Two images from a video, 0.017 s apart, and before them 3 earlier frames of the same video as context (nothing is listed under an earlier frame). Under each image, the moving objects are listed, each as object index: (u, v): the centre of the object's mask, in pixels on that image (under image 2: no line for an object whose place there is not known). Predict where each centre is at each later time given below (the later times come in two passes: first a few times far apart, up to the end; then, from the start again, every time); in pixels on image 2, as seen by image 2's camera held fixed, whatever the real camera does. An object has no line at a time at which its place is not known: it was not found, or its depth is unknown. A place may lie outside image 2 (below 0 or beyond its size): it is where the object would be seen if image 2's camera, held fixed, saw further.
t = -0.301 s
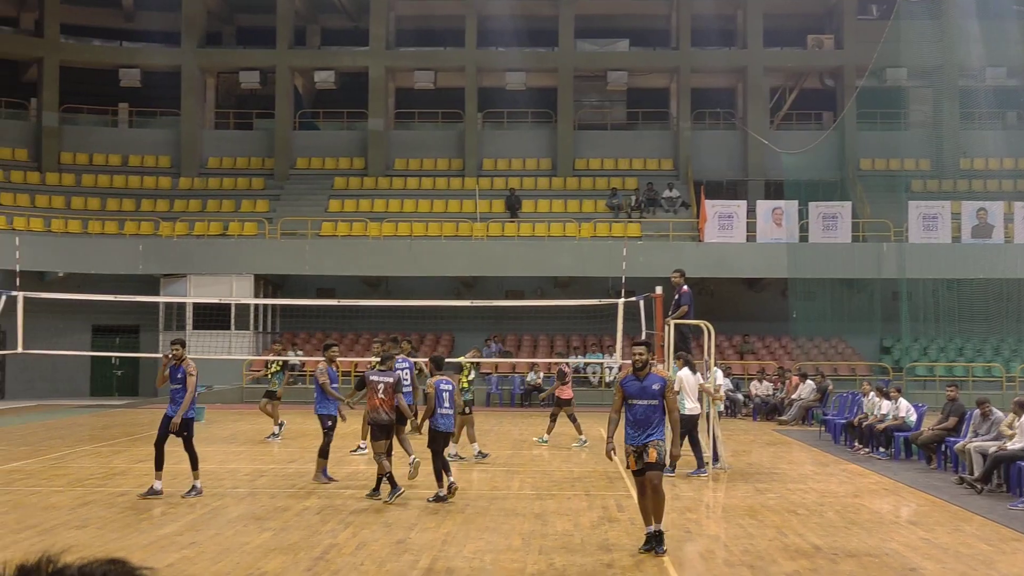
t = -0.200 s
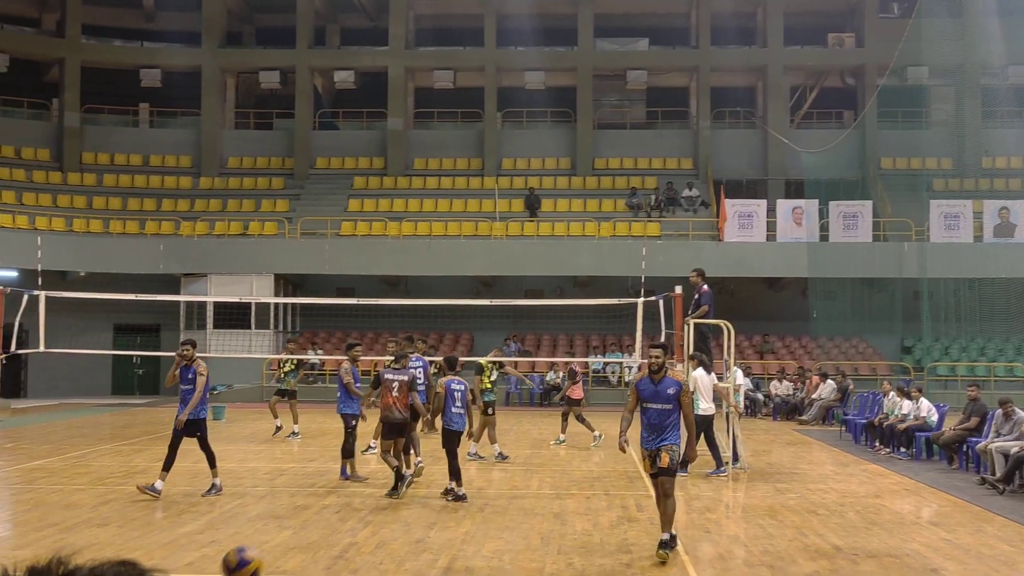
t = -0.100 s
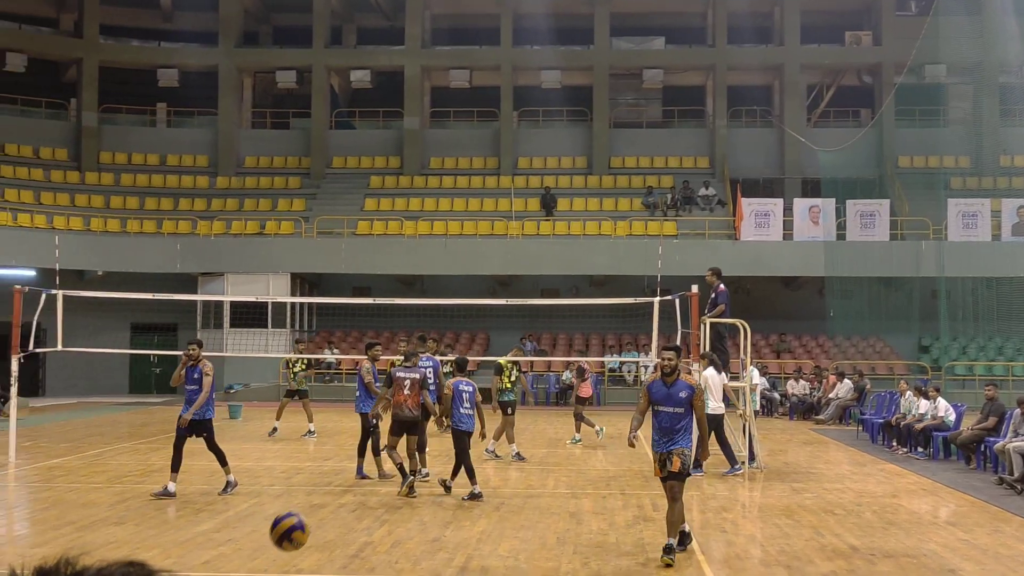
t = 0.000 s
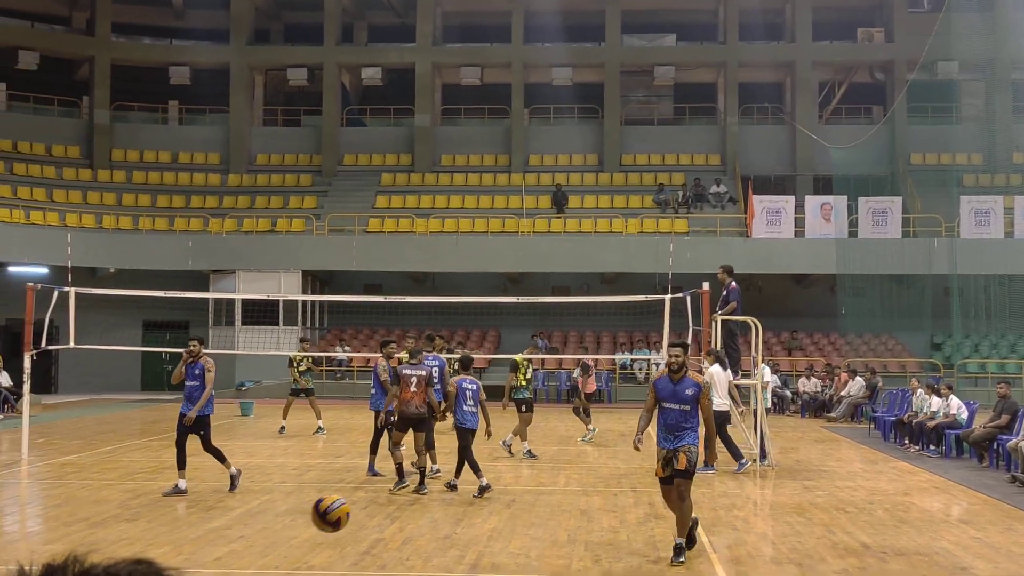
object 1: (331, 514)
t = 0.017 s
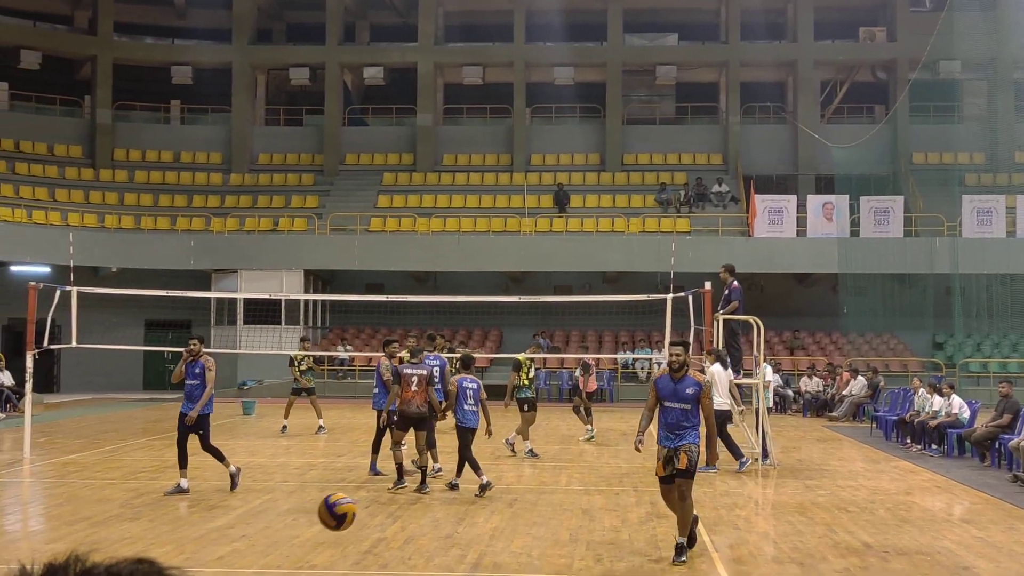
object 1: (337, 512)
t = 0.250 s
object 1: (396, 556)
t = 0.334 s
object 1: (414, 591)
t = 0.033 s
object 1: (342, 512)
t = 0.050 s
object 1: (345, 513)
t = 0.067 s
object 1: (350, 514)
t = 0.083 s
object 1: (355, 515)
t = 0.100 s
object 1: (359, 518)
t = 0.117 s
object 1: (363, 520)
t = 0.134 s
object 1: (368, 523)
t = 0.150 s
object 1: (371, 527)
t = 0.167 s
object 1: (375, 530)
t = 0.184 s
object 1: (379, 534)
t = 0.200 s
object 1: (384, 539)
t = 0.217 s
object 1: (388, 543)
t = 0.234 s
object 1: (392, 549)
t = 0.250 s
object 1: (396, 556)
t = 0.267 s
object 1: (400, 561)
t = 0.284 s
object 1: (403, 568)
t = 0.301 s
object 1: (407, 576)
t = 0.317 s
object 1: (409, 586)
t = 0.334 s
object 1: (414, 591)
